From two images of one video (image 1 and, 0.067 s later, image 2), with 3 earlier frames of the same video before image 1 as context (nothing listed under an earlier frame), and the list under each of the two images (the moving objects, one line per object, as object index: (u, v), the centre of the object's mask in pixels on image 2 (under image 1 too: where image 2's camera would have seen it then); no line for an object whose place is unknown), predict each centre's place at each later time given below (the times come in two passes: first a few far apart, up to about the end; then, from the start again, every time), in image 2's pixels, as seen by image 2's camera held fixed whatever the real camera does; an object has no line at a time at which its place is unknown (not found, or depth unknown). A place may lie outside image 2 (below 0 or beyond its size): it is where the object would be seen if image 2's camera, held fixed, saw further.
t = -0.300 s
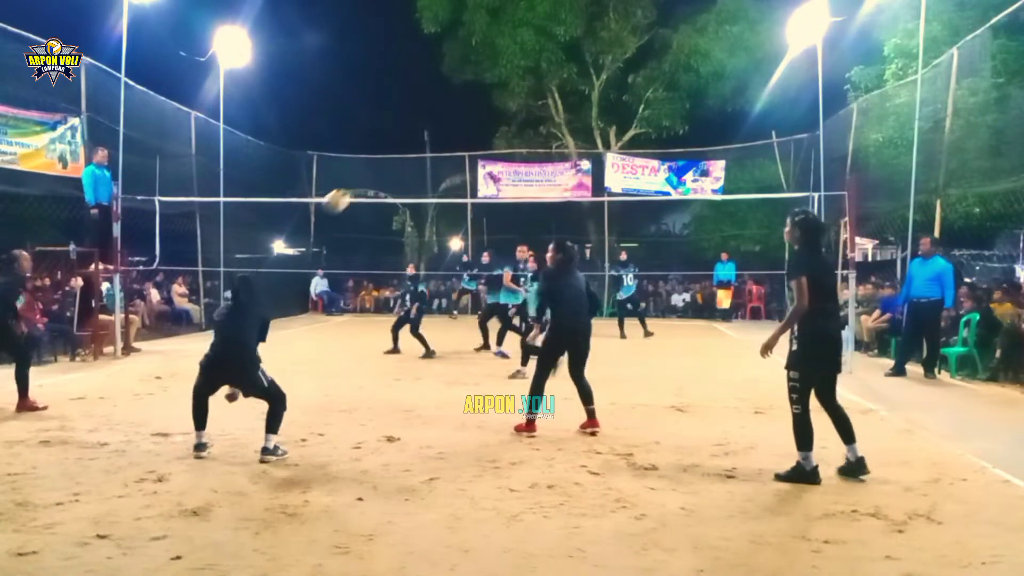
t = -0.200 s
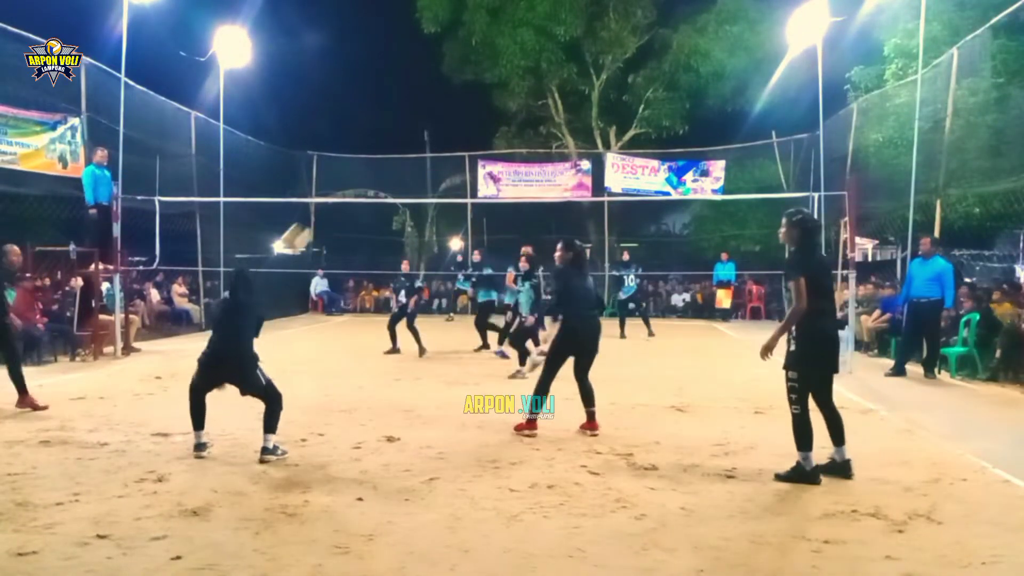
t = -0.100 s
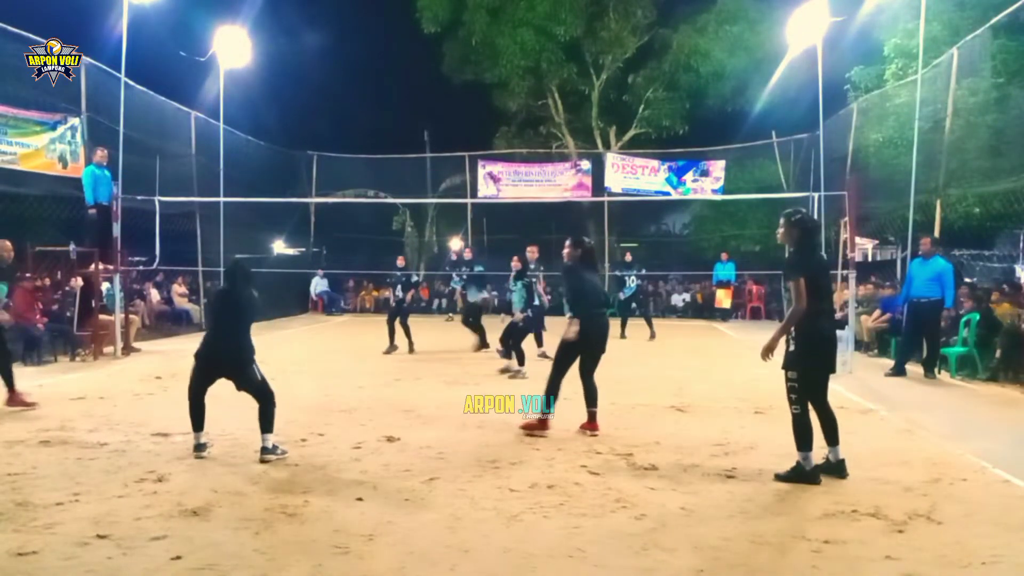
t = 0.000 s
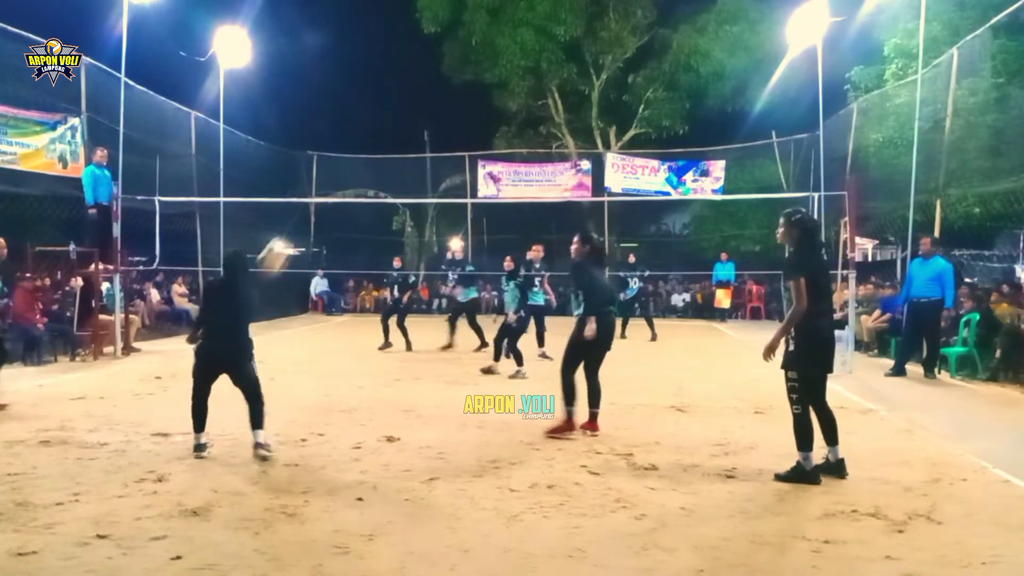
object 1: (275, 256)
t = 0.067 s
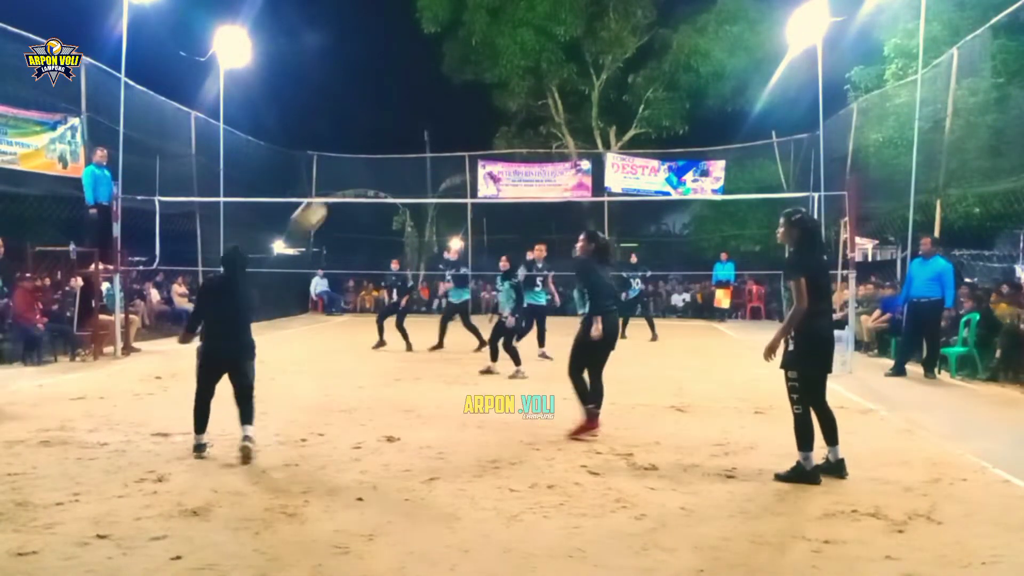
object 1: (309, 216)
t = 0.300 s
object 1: (404, 139)
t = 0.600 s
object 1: (499, 139)
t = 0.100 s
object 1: (325, 200)
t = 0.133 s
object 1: (339, 184)
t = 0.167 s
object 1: (353, 173)
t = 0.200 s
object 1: (366, 163)
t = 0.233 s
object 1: (379, 153)
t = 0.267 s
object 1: (392, 145)
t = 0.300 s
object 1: (404, 139)
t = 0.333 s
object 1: (417, 134)
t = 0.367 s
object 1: (428, 131)
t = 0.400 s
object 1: (439, 129)
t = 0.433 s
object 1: (450, 128)
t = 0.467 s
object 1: (460, 128)
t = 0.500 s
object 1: (471, 129)
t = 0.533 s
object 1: (481, 132)
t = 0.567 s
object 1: (489, 135)
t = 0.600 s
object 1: (499, 139)
